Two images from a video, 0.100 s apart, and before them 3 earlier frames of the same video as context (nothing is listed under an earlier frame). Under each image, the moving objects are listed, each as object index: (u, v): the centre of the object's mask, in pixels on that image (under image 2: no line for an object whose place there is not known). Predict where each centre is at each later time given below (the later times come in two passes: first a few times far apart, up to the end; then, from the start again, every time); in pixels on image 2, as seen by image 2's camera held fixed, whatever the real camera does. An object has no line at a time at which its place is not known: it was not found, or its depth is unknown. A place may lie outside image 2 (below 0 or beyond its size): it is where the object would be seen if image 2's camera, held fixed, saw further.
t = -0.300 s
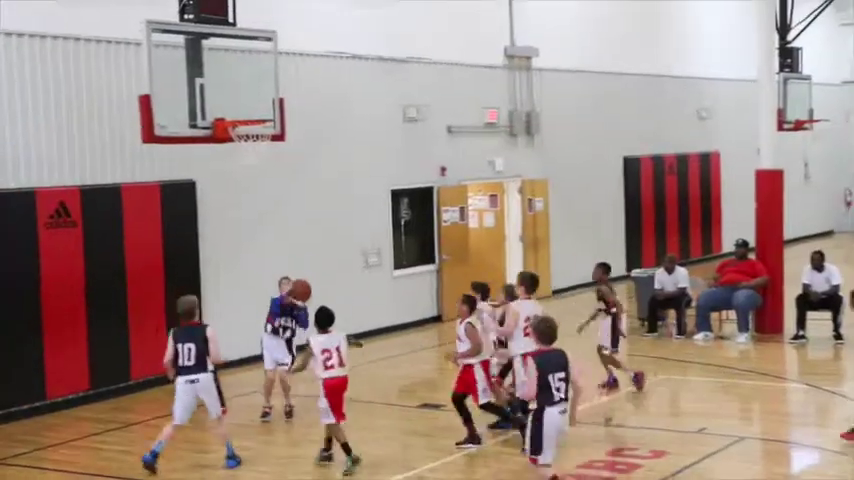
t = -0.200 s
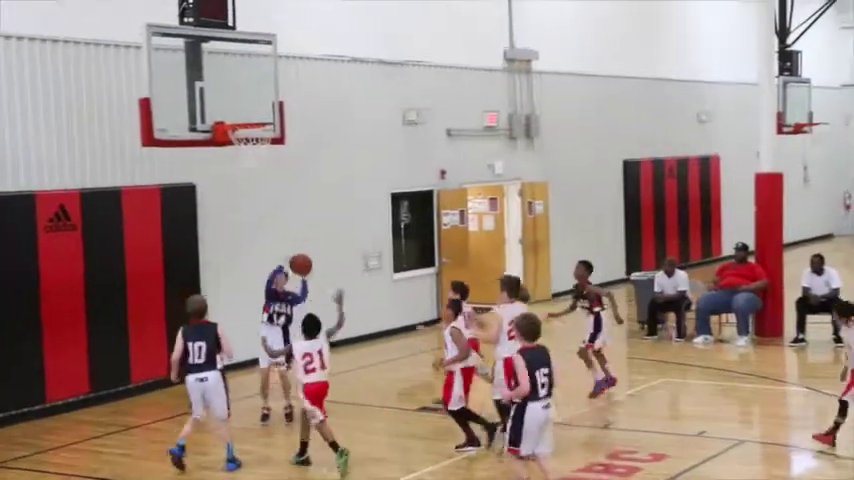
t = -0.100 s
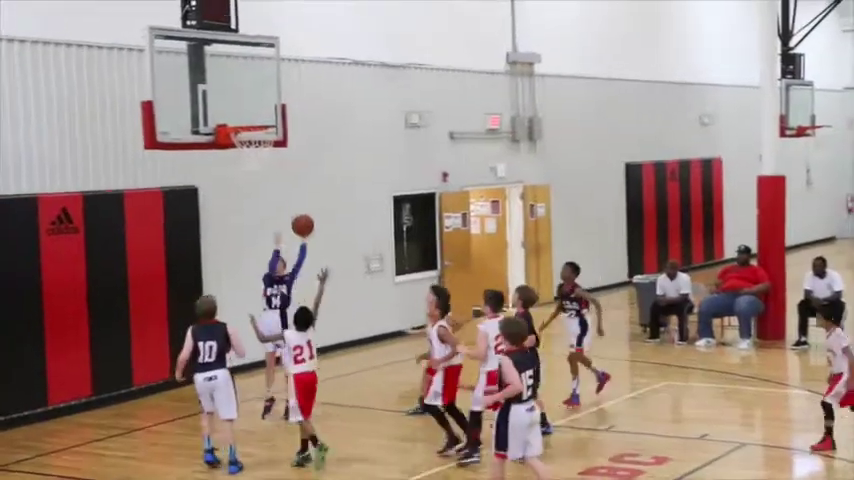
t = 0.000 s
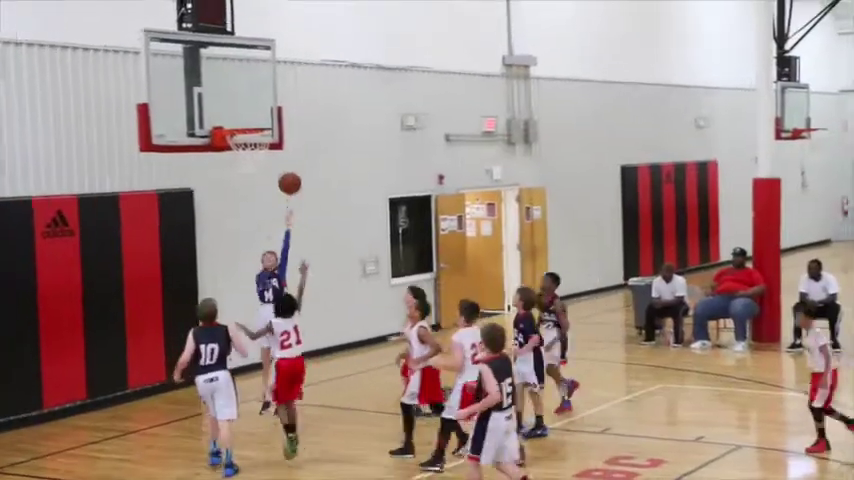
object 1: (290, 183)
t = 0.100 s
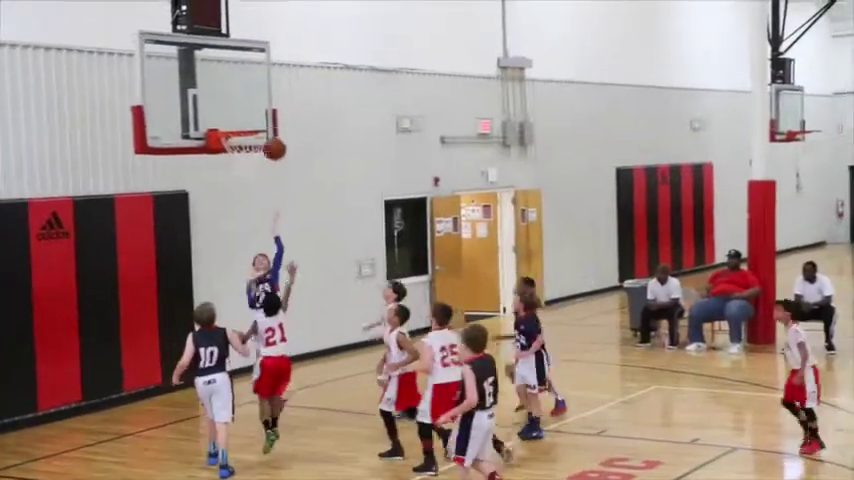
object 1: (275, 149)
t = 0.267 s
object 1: (259, 107)
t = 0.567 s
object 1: (232, 101)
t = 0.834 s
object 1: (249, 110)
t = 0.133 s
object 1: (273, 140)
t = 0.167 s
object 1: (268, 130)
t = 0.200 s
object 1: (264, 121)
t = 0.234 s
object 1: (262, 113)
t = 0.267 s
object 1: (259, 107)
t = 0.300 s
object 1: (256, 102)
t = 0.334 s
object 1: (253, 98)
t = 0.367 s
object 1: (250, 95)
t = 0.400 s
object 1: (247, 94)
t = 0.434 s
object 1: (244, 93)
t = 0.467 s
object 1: (241, 93)
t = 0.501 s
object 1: (238, 95)
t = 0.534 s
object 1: (235, 97)
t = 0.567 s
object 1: (232, 101)
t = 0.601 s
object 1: (229, 106)
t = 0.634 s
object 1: (227, 112)
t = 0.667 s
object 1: (224, 119)
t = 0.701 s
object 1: (226, 119)
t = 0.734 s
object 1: (232, 116)
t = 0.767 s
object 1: (238, 113)
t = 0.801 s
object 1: (243, 110)
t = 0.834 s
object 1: (249, 110)
